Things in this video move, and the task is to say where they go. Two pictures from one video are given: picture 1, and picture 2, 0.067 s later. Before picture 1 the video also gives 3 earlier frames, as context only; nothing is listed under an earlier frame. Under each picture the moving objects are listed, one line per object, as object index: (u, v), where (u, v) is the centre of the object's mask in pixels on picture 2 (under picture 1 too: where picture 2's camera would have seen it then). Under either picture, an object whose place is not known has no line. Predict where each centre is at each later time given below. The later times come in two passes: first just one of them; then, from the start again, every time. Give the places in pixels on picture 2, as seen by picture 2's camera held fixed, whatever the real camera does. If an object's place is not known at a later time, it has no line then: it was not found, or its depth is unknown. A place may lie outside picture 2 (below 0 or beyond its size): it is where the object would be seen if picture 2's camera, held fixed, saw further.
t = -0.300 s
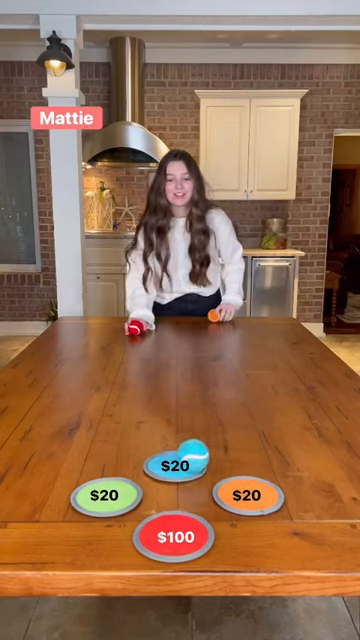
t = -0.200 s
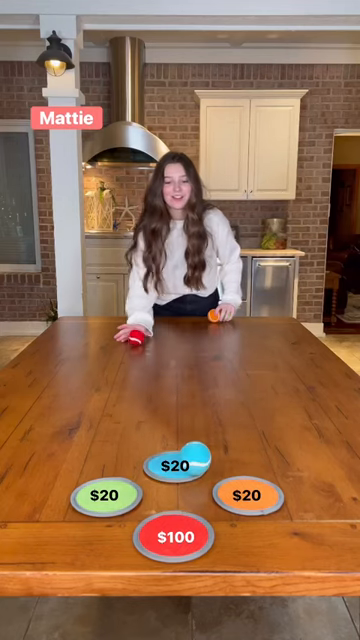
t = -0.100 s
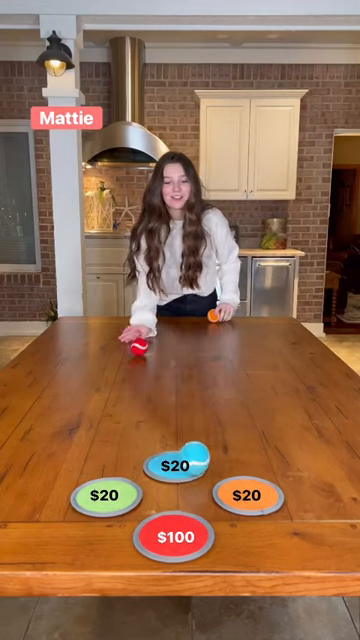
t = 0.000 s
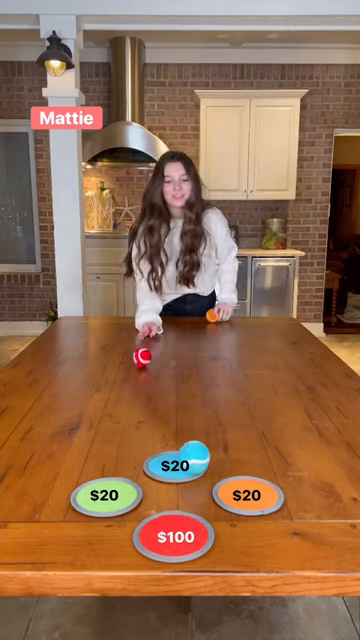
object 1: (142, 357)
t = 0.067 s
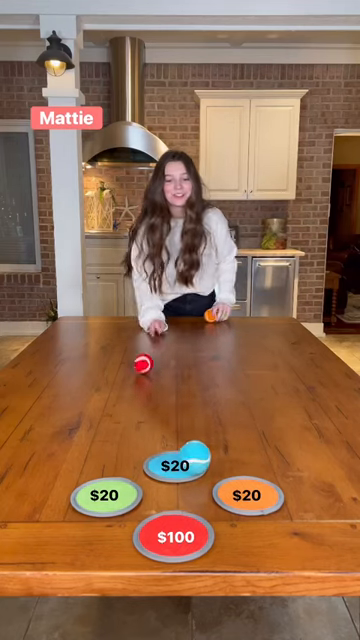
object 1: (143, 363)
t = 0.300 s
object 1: (149, 389)
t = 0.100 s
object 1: (144, 367)
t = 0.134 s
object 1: (145, 370)
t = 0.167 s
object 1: (146, 373)
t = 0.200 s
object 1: (147, 378)
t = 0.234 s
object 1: (147, 381)
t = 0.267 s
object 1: (148, 385)
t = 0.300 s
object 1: (149, 389)
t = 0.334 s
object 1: (150, 393)
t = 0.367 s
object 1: (151, 397)
